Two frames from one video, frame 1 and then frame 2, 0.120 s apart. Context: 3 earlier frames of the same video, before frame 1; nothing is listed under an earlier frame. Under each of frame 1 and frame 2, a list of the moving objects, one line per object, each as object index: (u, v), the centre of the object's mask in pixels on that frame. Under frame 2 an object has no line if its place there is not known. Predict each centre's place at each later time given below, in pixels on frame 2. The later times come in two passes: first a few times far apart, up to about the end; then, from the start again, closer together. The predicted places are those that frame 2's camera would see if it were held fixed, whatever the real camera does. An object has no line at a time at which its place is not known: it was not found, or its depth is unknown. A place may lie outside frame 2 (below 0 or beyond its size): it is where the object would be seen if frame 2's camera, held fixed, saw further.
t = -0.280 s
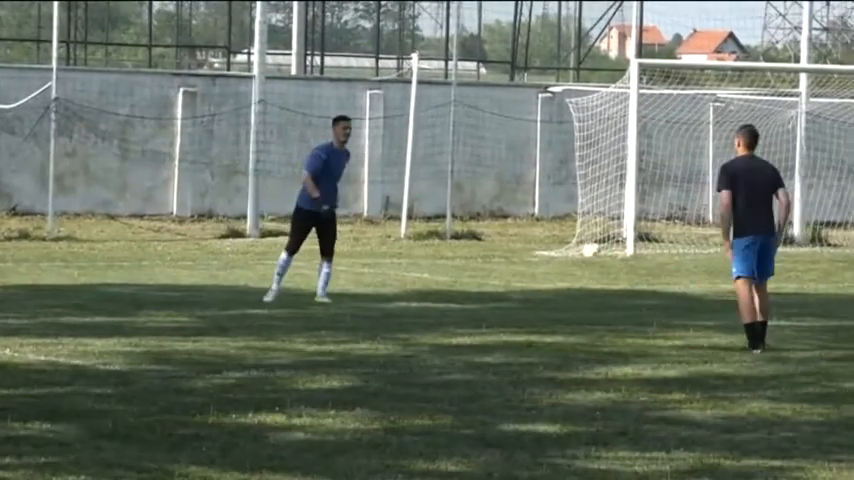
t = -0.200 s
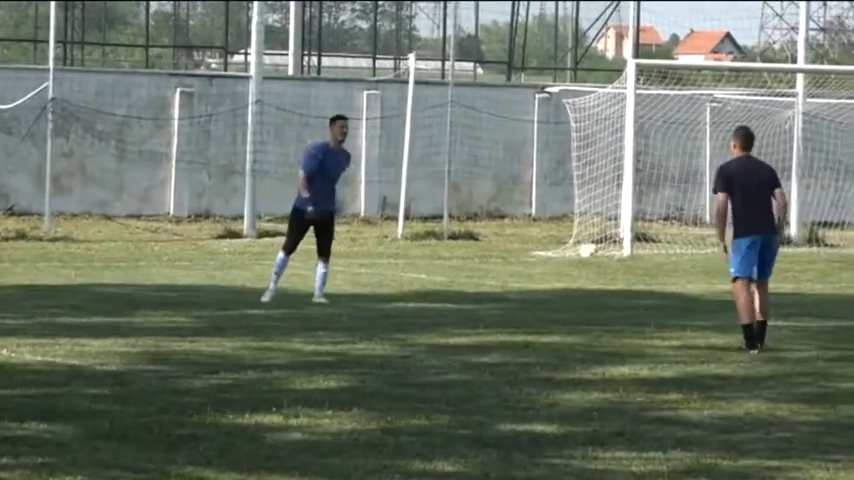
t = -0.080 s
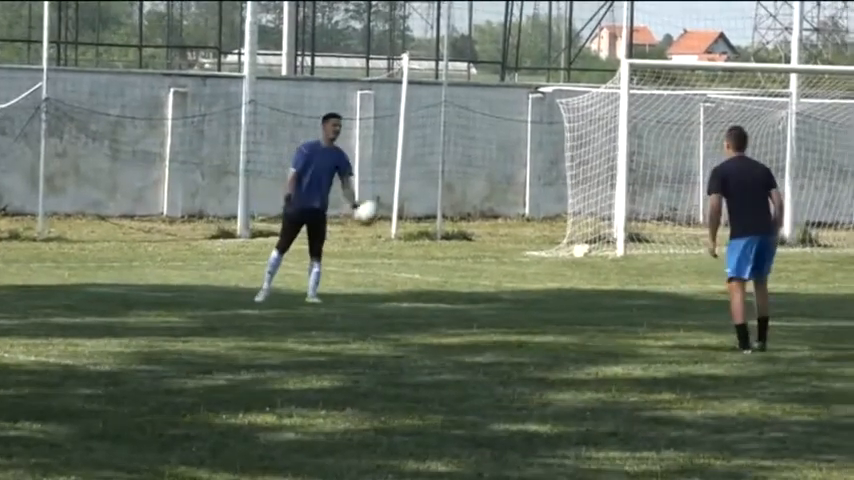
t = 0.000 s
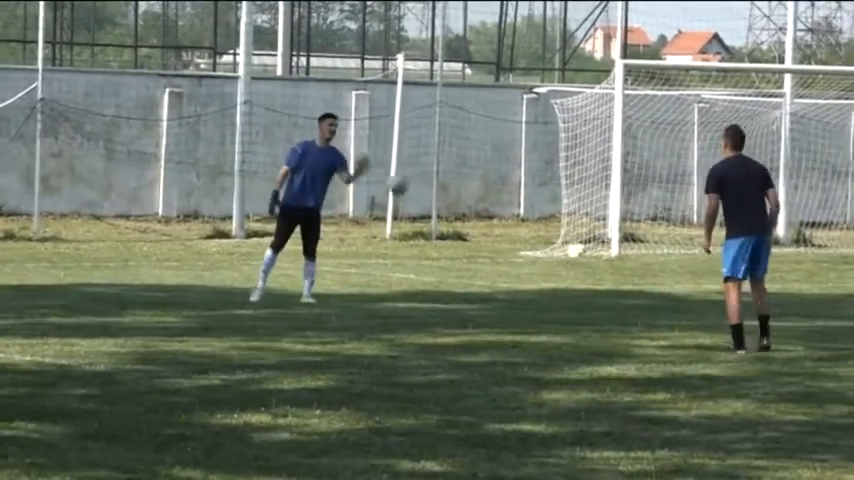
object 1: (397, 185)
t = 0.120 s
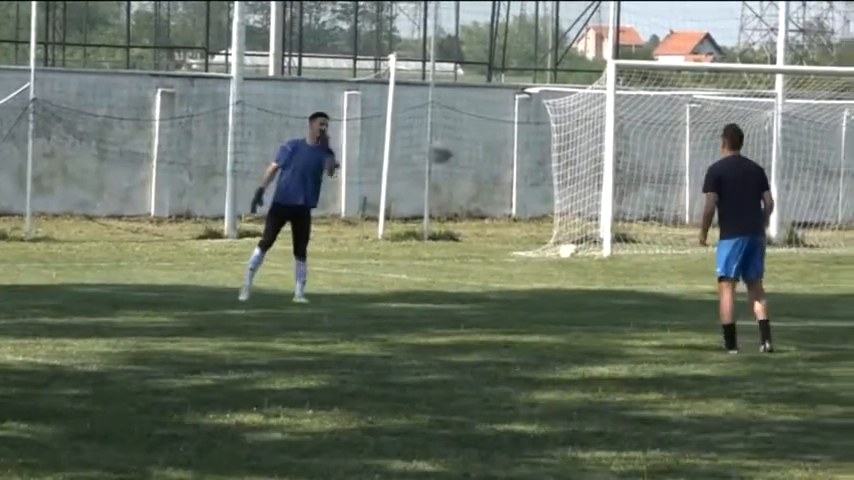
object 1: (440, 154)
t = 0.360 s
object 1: (547, 131)
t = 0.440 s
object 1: (585, 140)
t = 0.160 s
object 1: (457, 149)
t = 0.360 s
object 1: (547, 131)
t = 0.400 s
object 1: (566, 138)
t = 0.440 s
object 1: (585, 140)
